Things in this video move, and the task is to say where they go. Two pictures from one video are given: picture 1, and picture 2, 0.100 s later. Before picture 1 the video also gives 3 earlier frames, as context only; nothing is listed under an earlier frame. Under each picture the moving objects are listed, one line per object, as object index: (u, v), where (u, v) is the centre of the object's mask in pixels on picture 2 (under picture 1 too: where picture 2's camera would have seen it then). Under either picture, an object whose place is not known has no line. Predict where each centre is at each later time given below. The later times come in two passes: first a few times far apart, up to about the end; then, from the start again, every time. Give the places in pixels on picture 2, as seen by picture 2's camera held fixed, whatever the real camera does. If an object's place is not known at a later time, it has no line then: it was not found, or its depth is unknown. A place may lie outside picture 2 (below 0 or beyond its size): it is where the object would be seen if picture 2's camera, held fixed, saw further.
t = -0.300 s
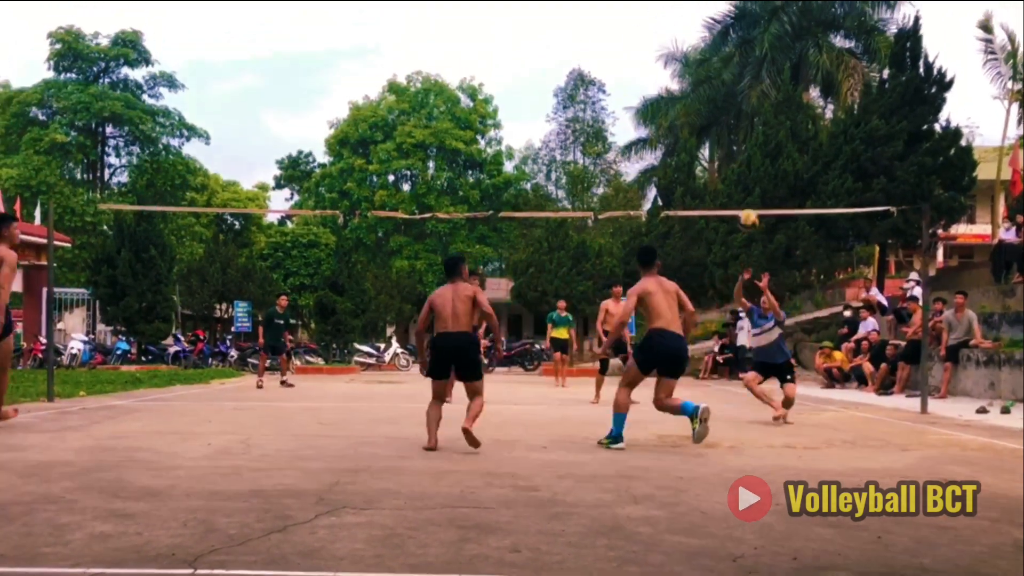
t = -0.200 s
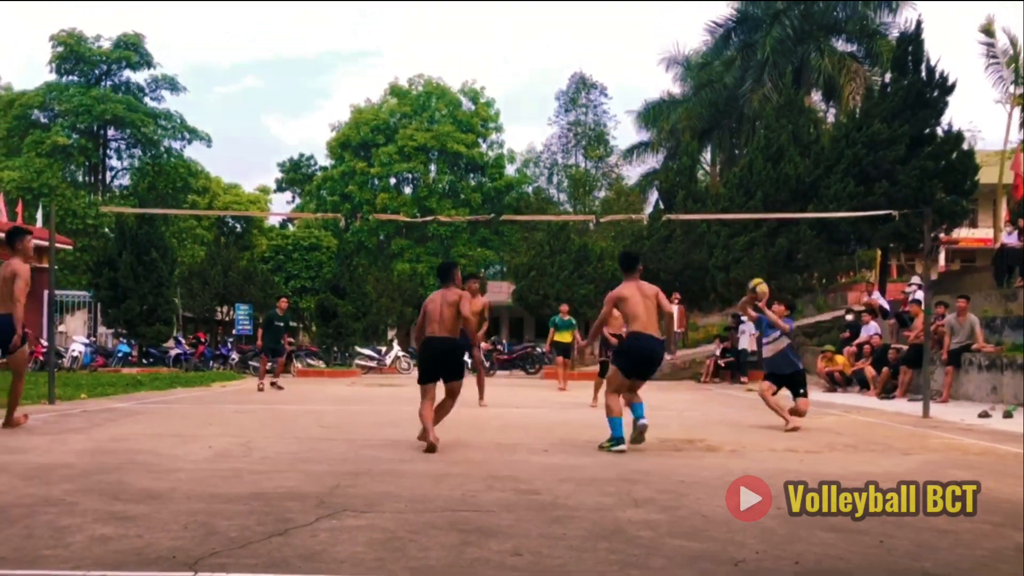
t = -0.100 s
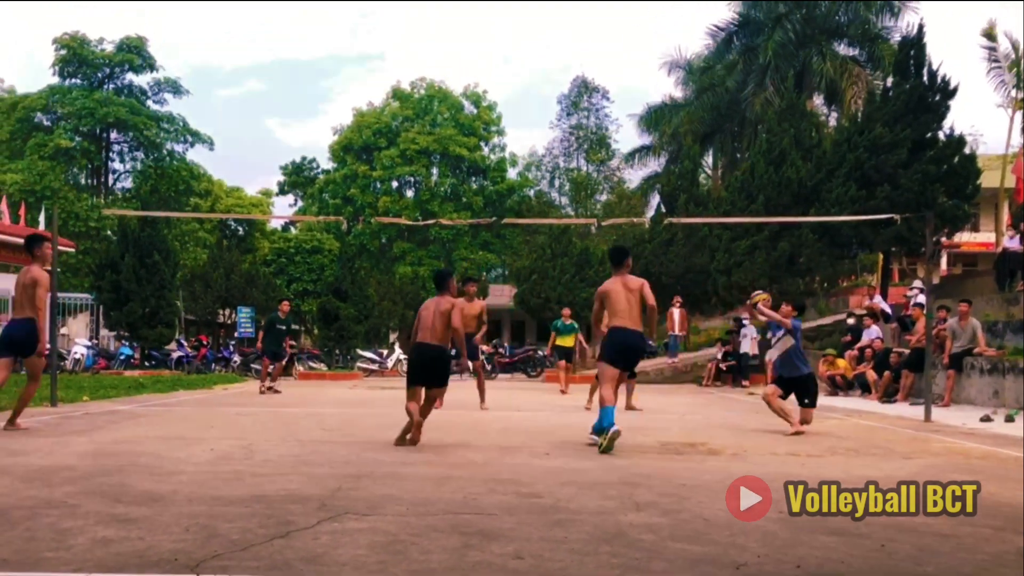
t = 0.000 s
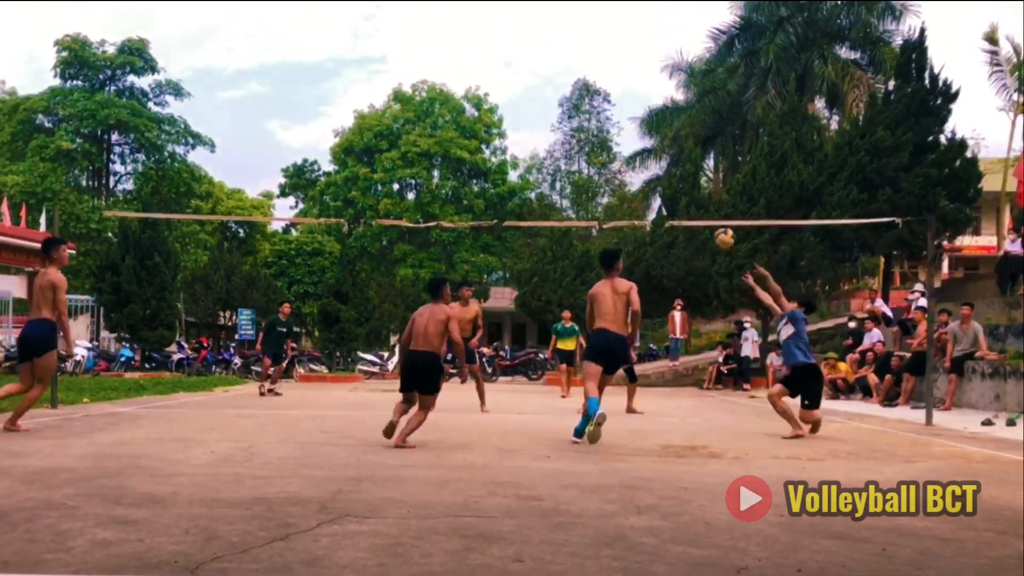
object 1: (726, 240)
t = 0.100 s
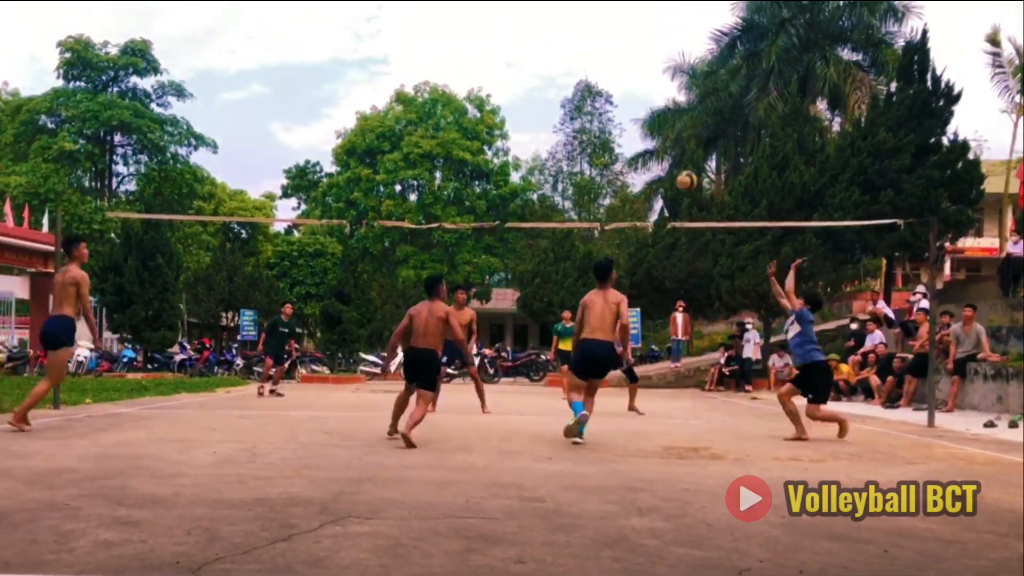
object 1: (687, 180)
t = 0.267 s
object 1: (624, 109)
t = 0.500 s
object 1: (542, 56)
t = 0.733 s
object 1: (467, 56)
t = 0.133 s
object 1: (674, 164)
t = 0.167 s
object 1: (662, 148)
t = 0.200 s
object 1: (648, 134)
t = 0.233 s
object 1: (636, 121)
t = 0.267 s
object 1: (624, 109)
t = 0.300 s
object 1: (612, 98)
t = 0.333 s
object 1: (600, 88)
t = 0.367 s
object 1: (588, 80)
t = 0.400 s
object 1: (577, 72)
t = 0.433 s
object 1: (565, 66)
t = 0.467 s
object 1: (554, 61)
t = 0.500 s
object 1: (542, 56)
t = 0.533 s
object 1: (532, 53)
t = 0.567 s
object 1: (520, 51)
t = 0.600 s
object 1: (509, 50)
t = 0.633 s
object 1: (499, 50)
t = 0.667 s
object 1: (488, 51)
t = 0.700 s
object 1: (477, 53)
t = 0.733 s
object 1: (467, 56)
